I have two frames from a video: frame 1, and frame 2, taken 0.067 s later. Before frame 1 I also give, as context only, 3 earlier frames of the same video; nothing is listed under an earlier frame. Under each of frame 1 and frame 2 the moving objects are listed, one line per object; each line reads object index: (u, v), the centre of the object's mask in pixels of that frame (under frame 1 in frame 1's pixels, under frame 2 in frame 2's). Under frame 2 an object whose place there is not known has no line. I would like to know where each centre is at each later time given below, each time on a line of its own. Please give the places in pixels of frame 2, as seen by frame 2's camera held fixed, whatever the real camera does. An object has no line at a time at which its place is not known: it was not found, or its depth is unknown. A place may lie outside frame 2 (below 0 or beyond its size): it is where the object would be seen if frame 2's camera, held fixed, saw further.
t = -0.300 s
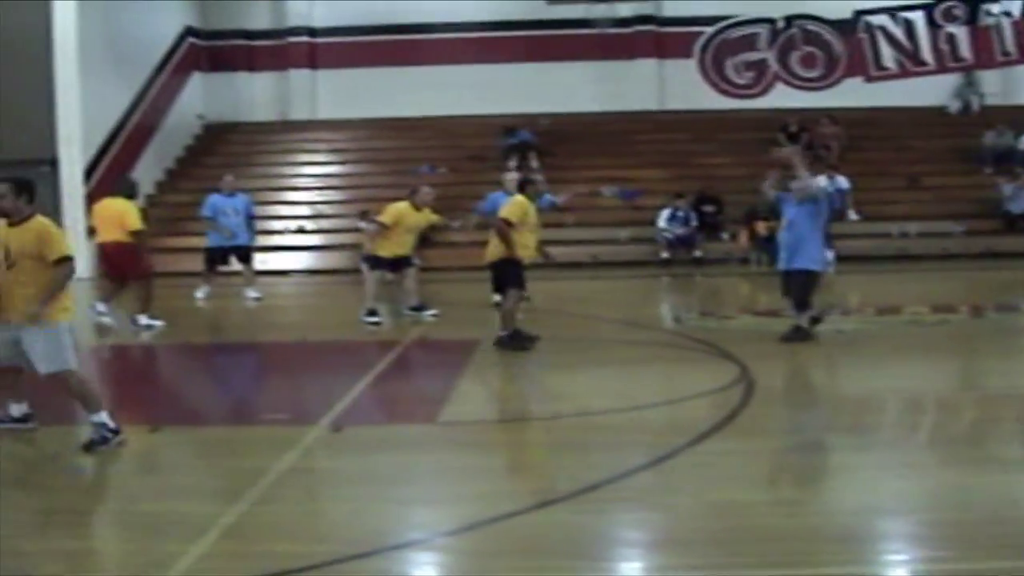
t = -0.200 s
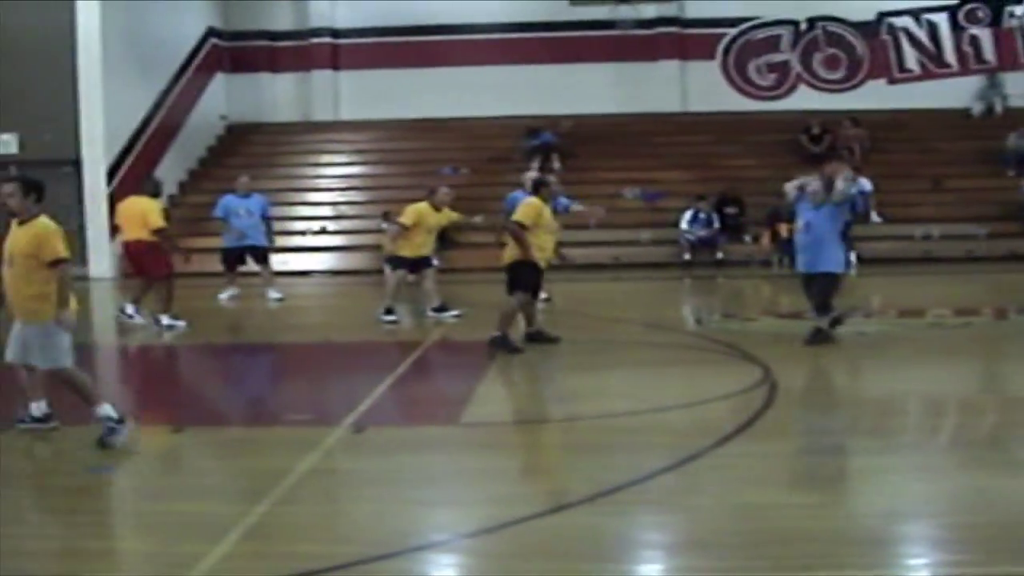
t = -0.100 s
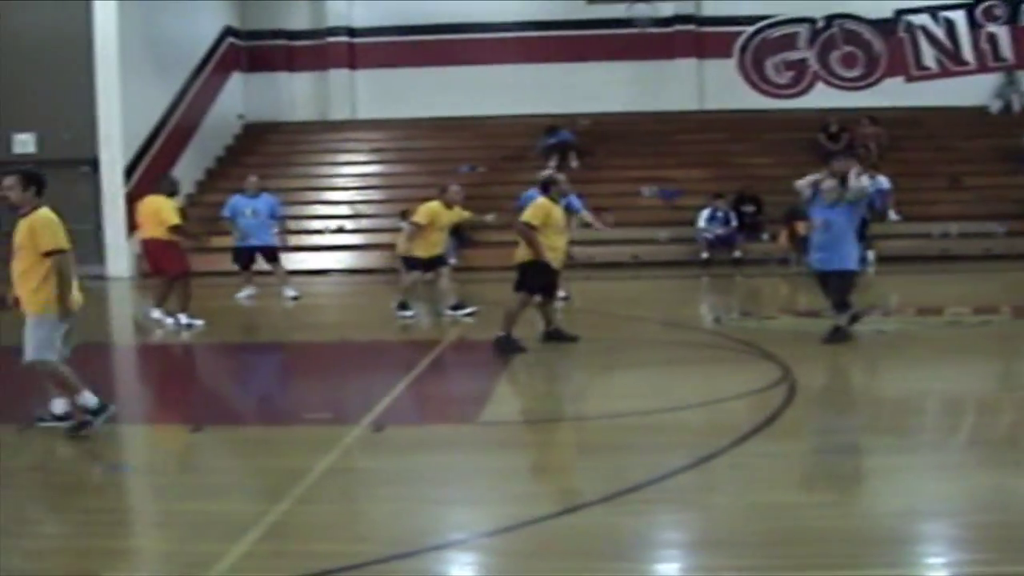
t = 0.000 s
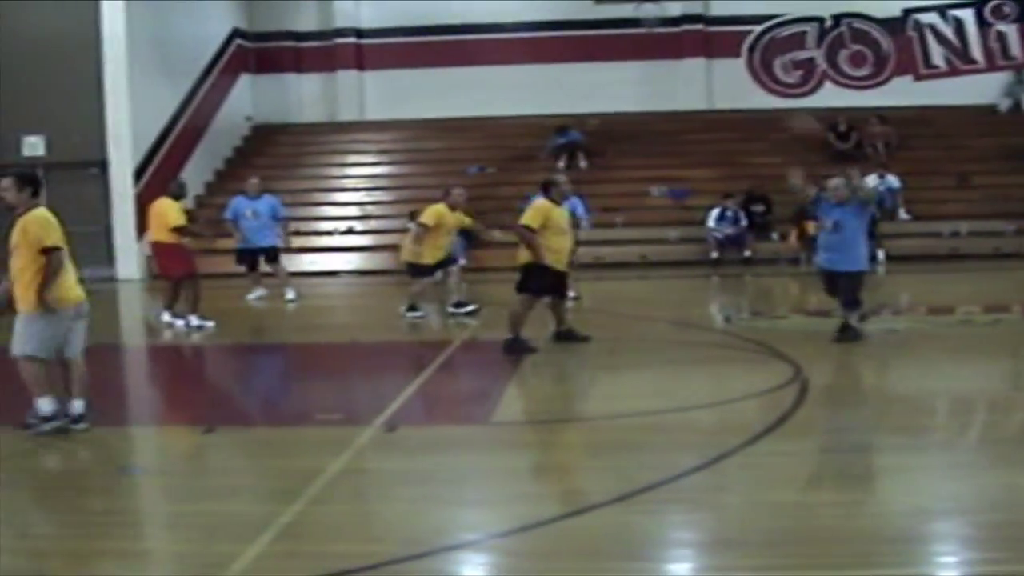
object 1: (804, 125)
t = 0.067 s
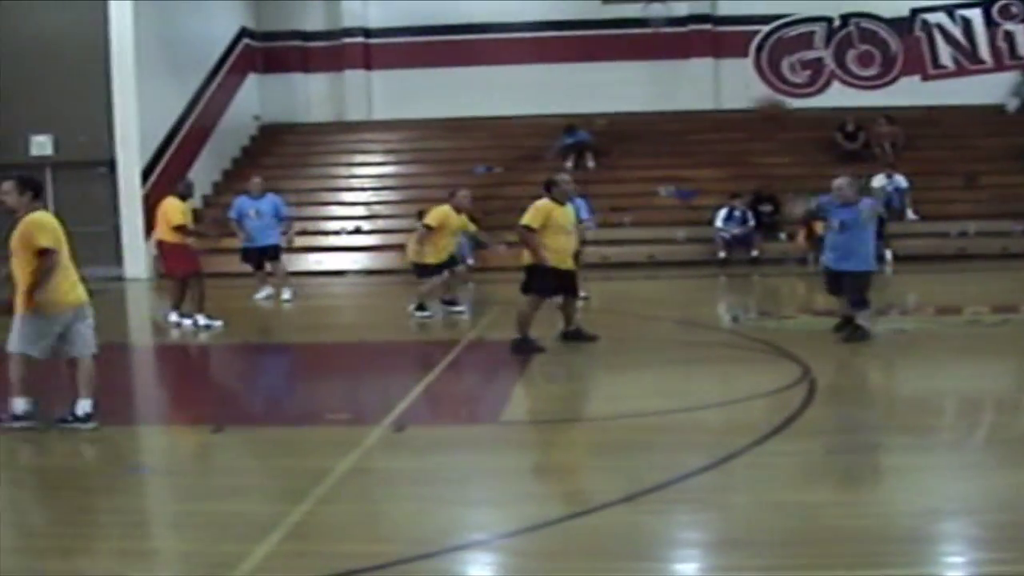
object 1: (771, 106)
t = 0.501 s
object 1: (339, 88)
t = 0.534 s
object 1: (293, 100)
